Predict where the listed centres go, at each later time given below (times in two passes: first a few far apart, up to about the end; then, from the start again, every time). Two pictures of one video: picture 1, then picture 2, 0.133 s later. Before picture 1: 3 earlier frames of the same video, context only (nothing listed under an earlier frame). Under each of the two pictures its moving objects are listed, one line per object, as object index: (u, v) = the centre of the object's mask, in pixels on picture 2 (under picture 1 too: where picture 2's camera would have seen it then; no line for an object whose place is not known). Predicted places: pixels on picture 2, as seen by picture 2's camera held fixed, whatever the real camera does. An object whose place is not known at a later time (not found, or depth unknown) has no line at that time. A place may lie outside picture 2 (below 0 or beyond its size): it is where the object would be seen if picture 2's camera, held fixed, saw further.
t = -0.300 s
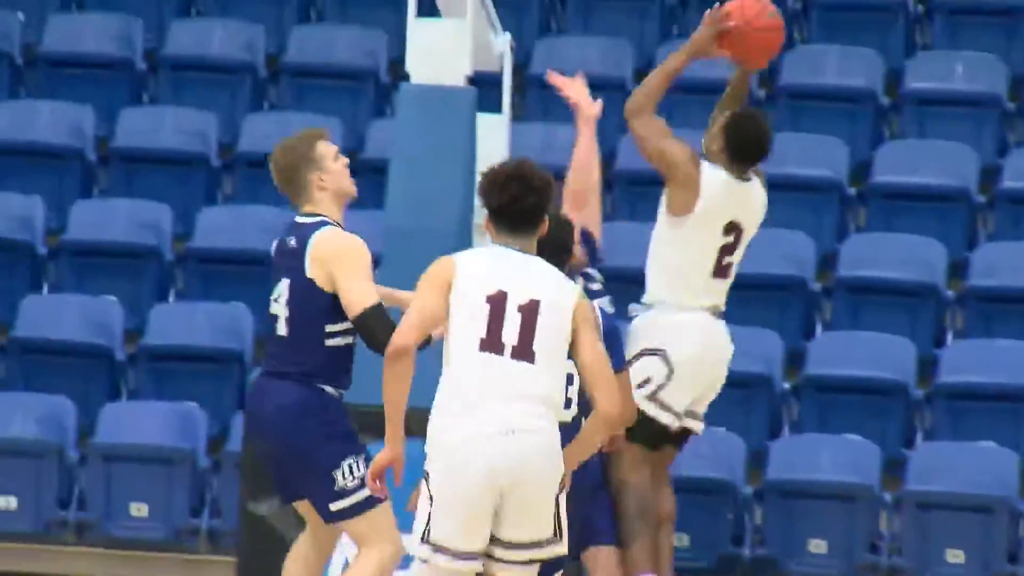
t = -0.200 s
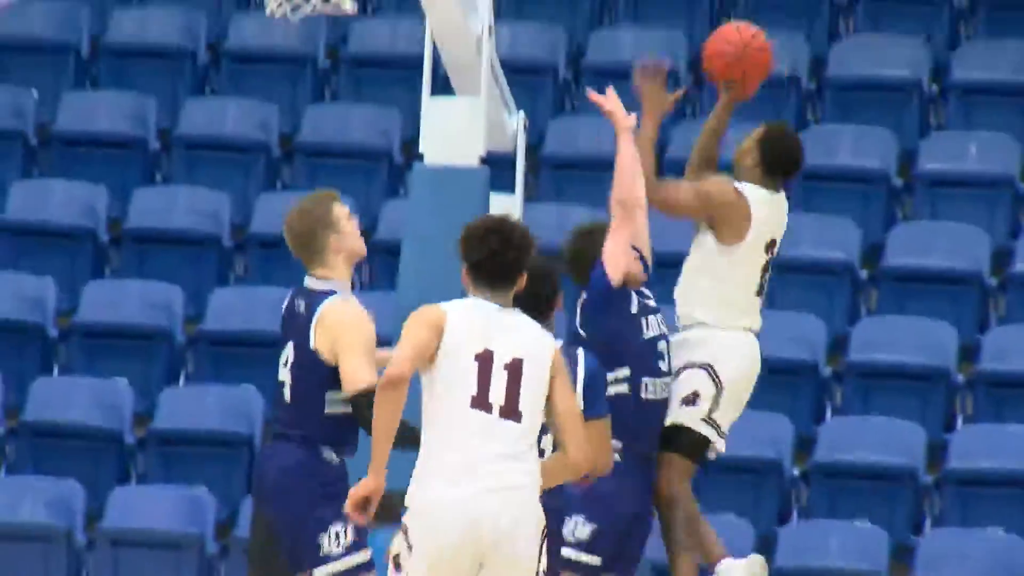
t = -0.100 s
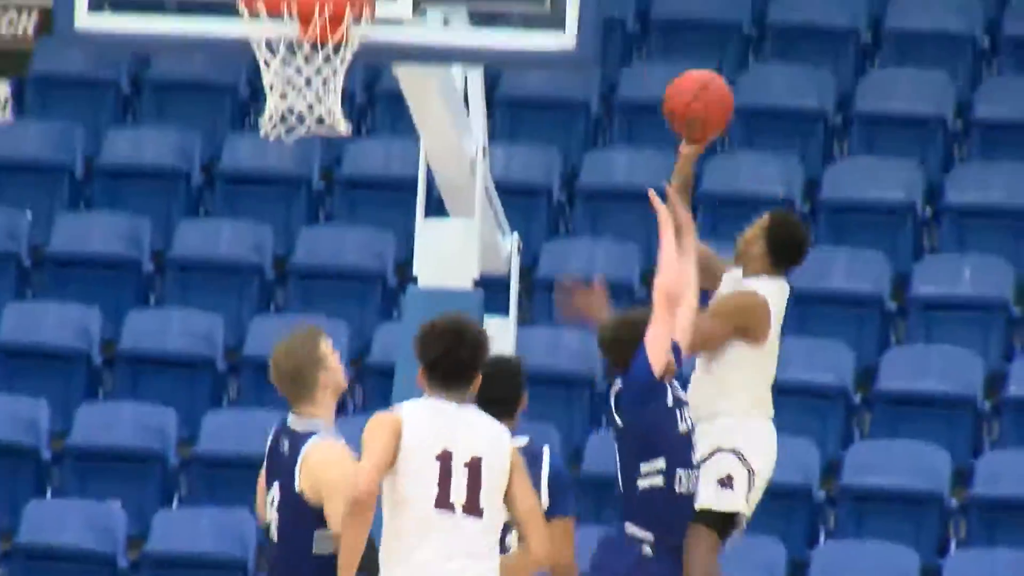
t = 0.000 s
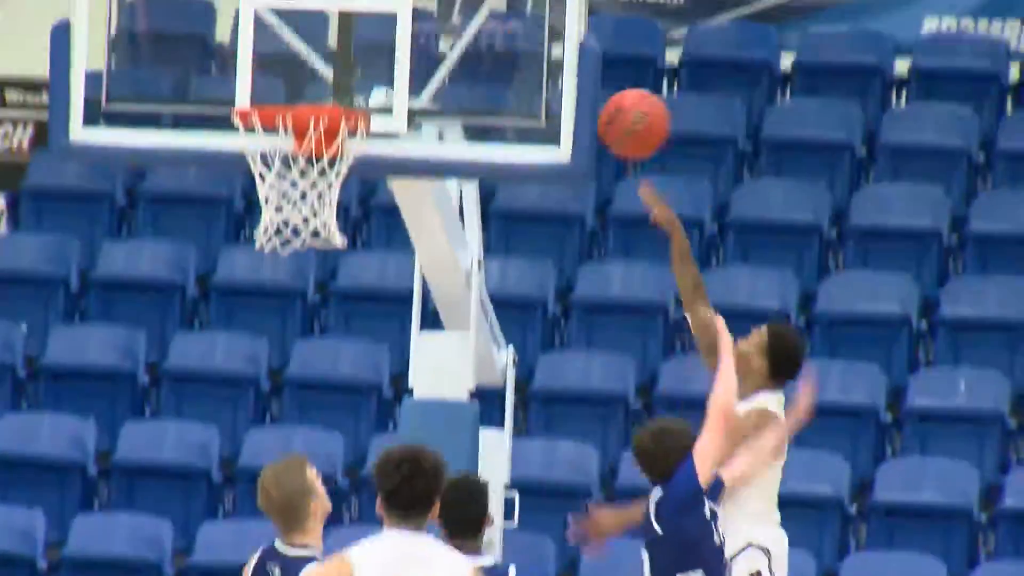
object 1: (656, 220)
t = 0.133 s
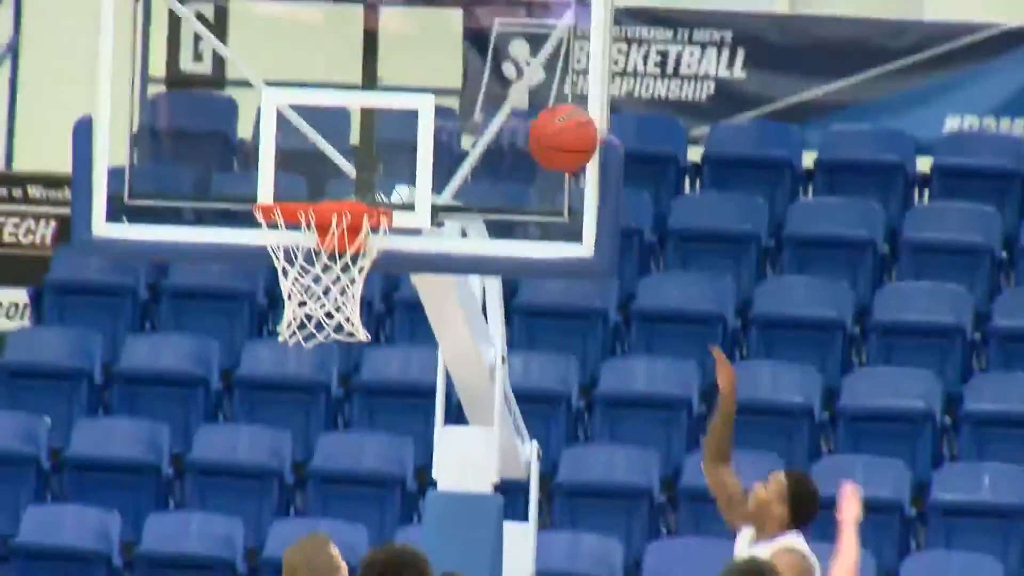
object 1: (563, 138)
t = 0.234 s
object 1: (494, 111)
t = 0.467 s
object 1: (374, 133)
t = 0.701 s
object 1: (271, 268)
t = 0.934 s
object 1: (285, 354)
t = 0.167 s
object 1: (541, 127)
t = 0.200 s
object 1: (517, 117)
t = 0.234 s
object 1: (494, 111)
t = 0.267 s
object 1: (477, 104)
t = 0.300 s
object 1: (460, 100)
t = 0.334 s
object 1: (443, 101)
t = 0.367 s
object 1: (427, 104)
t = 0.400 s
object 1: (409, 110)
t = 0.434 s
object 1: (391, 121)
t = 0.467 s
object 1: (374, 133)
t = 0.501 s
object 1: (357, 150)
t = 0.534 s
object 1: (338, 168)
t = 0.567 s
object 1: (321, 182)
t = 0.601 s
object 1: (303, 194)
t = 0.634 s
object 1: (285, 241)
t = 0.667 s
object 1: (267, 253)
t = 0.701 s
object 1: (271, 268)
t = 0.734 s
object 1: (270, 295)
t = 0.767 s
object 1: (273, 287)
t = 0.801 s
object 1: (276, 301)
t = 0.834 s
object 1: (279, 310)
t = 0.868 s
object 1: (281, 323)
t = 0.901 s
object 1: (284, 337)
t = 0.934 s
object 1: (285, 354)
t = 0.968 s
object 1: (288, 377)
